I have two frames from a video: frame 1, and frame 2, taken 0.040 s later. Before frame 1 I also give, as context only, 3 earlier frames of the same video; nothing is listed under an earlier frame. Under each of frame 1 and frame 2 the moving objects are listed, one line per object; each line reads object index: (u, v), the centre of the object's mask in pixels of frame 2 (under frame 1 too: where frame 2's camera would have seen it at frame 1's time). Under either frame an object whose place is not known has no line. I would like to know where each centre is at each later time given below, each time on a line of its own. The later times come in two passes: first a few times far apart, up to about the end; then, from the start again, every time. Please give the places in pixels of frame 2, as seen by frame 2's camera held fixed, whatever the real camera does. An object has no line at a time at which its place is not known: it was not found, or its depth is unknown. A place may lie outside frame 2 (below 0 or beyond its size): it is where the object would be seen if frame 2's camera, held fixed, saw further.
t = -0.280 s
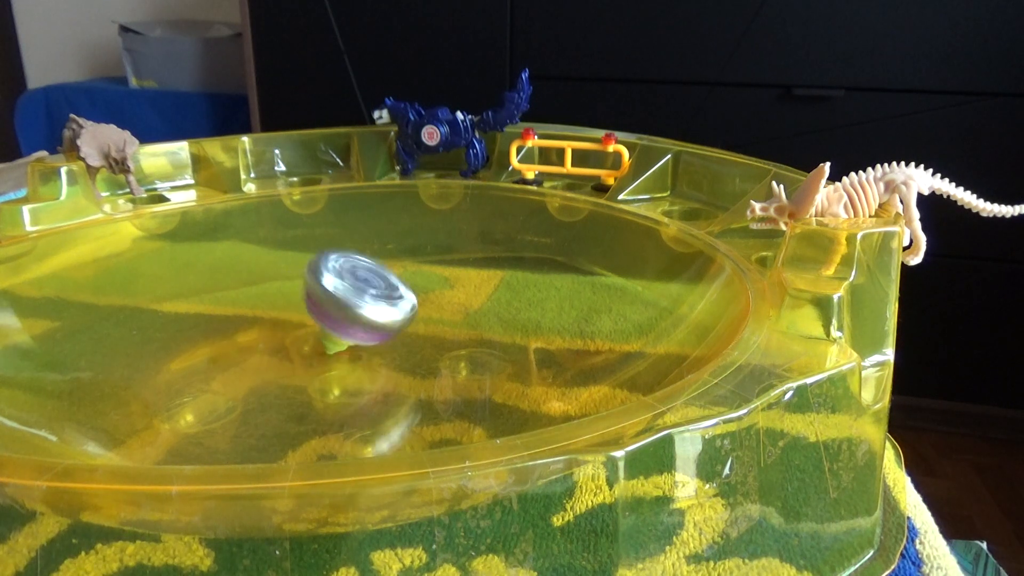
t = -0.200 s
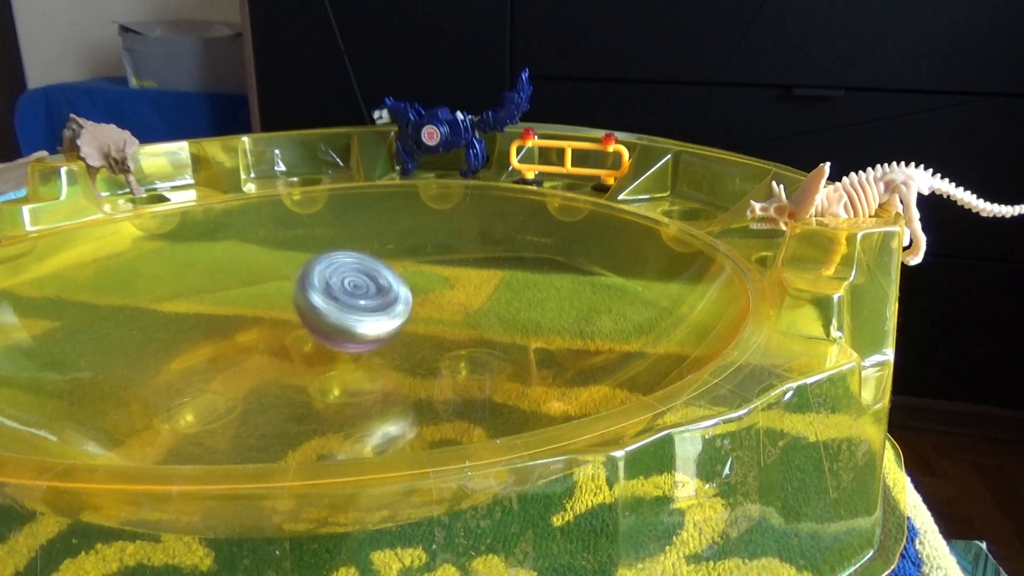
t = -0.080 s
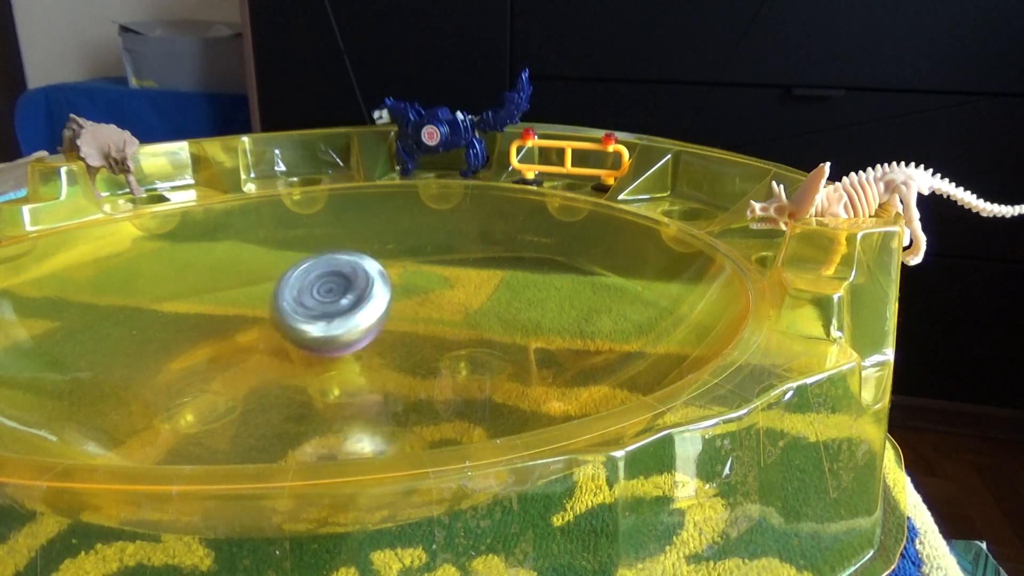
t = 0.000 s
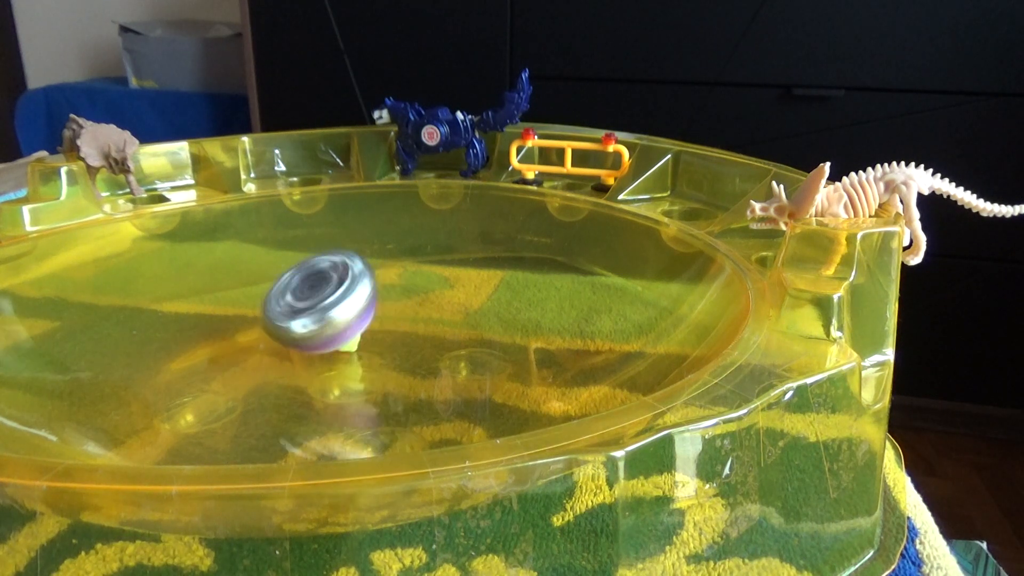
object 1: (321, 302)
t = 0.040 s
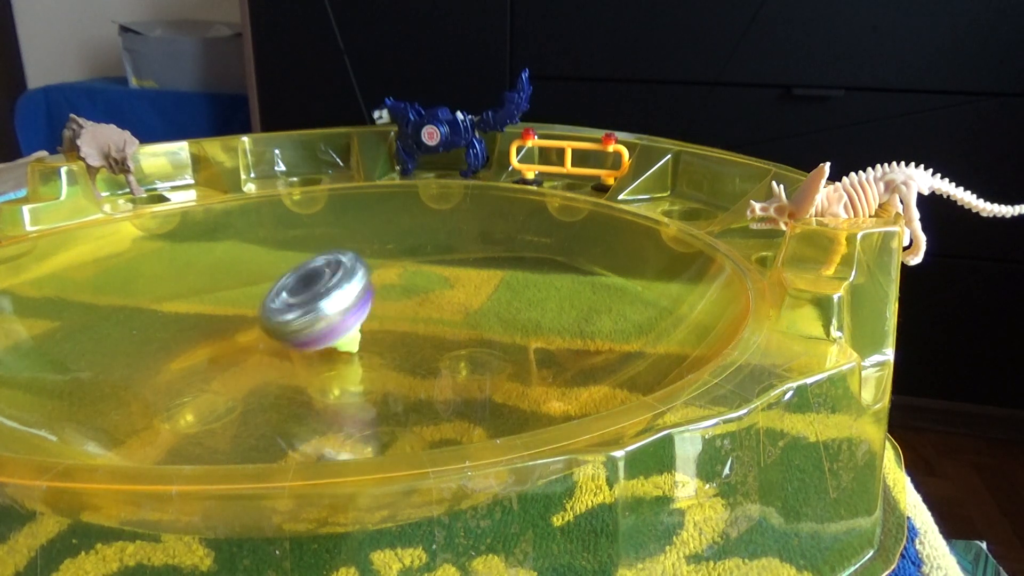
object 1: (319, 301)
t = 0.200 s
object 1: (327, 298)
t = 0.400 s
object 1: (352, 299)
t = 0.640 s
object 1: (344, 302)
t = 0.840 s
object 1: (317, 301)
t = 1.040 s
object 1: (335, 296)
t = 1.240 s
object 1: (356, 301)
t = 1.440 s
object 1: (340, 303)
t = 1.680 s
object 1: (317, 299)
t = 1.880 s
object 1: (344, 296)
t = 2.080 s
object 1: (358, 301)
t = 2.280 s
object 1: (325, 305)
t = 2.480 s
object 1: (322, 302)
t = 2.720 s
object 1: (355, 301)
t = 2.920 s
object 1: (349, 304)
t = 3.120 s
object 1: (316, 304)
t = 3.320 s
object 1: (332, 297)
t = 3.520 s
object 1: (356, 303)
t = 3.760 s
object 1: (334, 306)
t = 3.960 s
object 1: (316, 303)
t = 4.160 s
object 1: (342, 298)
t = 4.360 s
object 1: (357, 302)
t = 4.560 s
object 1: (330, 307)
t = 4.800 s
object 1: (325, 305)
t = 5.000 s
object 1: (339, 304)
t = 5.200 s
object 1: (347, 300)
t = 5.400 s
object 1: (339, 303)
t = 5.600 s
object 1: (339, 310)
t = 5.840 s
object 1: (332, 310)
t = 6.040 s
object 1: (338, 301)
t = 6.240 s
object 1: (337, 303)
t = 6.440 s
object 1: (339, 309)
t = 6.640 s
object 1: (333, 309)
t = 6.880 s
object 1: (338, 302)
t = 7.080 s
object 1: (336, 305)
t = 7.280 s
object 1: (335, 309)
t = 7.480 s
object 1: (333, 310)
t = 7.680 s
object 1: (340, 301)
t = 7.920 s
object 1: (341, 306)
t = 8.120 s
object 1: (333, 313)
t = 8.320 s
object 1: (318, 312)
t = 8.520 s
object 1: (328, 300)
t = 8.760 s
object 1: (342, 305)
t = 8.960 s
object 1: (334, 314)
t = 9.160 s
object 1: (317, 313)
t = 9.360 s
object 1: (330, 300)
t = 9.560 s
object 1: (342, 304)
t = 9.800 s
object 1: (332, 313)
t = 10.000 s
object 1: (316, 312)
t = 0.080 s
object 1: (318, 300)
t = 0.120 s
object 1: (318, 298)
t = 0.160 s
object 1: (324, 301)
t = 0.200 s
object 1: (327, 298)
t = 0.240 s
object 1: (333, 297)
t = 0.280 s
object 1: (338, 296)
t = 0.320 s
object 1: (343, 296)
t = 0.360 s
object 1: (348, 298)
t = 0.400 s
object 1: (352, 299)
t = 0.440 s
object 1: (354, 300)
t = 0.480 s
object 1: (356, 300)
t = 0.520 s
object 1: (356, 301)
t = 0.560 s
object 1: (355, 301)
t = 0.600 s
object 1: (350, 301)
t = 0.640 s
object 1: (344, 302)
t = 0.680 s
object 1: (337, 302)
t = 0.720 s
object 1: (329, 303)
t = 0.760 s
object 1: (324, 303)
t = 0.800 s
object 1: (320, 303)
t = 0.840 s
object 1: (317, 301)
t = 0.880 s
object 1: (317, 300)
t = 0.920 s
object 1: (322, 303)
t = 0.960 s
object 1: (325, 300)
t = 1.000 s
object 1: (329, 297)
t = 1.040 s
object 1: (335, 296)
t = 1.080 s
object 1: (340, 296)
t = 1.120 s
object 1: (346, 297)
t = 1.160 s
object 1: (351, 299)
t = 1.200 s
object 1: (354, 300)
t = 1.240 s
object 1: (356, 301)
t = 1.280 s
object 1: (358, 301)
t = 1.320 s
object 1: (356, 301)
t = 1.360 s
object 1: (352, 302)
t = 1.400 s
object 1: (347, 303)
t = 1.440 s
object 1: (340, 303)
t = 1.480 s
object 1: (332, 304)
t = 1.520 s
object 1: (325, 304)
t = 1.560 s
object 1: (320, 303)
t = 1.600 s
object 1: (317, 302)
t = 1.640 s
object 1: (316, 301)
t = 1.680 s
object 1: (317, 299)
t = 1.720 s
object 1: (323, 302)
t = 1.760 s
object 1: (327, 298)
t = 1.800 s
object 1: (333, 296)
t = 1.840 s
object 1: (339, 296)
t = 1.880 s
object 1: (344, 296)
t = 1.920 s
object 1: (350, 298)
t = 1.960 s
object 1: (354, 301)
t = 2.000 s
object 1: (357, 301)
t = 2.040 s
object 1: (358, 301)
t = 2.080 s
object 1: (358, 301)
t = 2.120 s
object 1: (354, 302)
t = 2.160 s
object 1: (349, 303)
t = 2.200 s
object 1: (341, 304)
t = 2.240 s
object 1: (333, 305)
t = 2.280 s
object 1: (325, 305)
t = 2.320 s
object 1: (319, 305)
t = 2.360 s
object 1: (316, 303)
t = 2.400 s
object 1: (315, 302)
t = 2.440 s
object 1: (316, 300)
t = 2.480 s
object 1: (322, 302)
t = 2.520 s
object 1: (326, 299)
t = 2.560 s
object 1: (332, 297)
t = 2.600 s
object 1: (338, 296)
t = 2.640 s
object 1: (344, 296)
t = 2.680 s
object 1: (350, 298)
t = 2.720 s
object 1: (355, 301)
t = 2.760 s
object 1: (358, 302)
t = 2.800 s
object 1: (359, 302)
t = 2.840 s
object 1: (359, 302)
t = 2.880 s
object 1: (355, 303)
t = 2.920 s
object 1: (349, 304)
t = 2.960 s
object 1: (342, 305)
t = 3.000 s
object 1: (332, 306)
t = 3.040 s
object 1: (325, 306)
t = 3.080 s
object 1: (319, 305)
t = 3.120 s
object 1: (316, 304)
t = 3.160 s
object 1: (315, 303)
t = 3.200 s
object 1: (319, 305)
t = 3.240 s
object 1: (321, 303)
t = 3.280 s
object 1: (325, 300)
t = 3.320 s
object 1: (332, 297)
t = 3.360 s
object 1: (338, 297)
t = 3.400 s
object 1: (344, 297)
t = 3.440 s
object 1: (350, 299)
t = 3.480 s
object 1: (354, 302)
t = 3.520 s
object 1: (356, 303)
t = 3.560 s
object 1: (359, 303)
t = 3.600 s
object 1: (358, 302)
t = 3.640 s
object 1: (355, 303)
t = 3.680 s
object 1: (349, 304)
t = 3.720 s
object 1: (342, 305)
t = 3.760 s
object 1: (334, 306)
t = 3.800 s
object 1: (326, 307)
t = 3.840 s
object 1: (320, 306)
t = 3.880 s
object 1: (317, 305)
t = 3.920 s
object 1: (316, 304)
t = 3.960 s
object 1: (316, 303)
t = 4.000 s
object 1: (321, 304)
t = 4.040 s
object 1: (325, 301)
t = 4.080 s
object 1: (330, 299)
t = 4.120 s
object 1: (336, 298)
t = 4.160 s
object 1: (342, 298)
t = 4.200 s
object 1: (347, 300)
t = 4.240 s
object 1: (351, 302)
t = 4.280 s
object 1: (353, 303)
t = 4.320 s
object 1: (356, 303)
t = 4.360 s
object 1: (357, 302)
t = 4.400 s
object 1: (355, 303)
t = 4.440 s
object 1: (351, 304)
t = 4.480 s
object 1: (344, 305)
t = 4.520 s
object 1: (336, 305)
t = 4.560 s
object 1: (330, 307)
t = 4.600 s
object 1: (325, 307)
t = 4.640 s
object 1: (322, 307)
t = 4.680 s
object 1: (320, 306)
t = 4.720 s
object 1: (321, 305)
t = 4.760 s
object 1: (324, 307)
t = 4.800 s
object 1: (325, 305)
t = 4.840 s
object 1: (327, 303)
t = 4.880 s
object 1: (330, 302)
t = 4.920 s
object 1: (334, 302)
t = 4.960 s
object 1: (337, 302)
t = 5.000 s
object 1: (339, 304)
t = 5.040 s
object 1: (341, 305)
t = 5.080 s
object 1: (343, 303)
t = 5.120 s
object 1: (345, 301)
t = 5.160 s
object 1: (348, 299)
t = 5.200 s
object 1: (347, 300)
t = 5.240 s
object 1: (347, 300)
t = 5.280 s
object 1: (345, 300)
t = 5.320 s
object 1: (342, 301)
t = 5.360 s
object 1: (340, 301)
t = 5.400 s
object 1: (339, 303)
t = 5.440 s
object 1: (338, 304)
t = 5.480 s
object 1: (338, 305)
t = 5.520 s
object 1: (341, 309)
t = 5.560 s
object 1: (341, 310)
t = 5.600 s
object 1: (339, 310)
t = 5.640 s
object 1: (337, 309)
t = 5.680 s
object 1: (335, 308)
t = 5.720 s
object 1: (335, 308)
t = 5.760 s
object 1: (334, 308)
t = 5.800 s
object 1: (333, 309)
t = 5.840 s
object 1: (332, 310)
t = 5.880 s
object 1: (332, 308)
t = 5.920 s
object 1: (335, 303)
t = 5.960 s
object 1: (336, 302)
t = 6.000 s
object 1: (337, 301)
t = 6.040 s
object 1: (338, 301)
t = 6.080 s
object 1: (337, 301)
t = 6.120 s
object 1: (337, 300)
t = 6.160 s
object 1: (337, 301)
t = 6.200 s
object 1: (337, 301)
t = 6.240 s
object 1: (337, 303)
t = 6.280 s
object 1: (338, 304)
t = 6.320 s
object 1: (338, 305)
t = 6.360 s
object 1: (342, 309)
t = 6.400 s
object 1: (340, 310)
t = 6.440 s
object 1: (339, 309)
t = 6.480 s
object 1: (336, 308)
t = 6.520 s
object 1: (335, 308)
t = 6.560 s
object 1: (334, 308)
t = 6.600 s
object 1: (334, 308)
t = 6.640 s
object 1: (333, 309)
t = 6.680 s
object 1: (332, 310)
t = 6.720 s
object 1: (333, 308)
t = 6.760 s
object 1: (336, 303)
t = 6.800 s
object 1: (337, 303)
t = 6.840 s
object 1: (338, 302)
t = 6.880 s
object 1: (338, 302)
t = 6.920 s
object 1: (337, 302)
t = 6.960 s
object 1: (336, 302)
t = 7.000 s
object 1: (336, 303)
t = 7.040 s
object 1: (335, 304)
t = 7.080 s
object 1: (336, 305)
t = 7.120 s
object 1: (336, 306)
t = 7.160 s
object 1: (340, 310)
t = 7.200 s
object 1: (339, 310)
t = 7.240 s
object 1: (337, 310)
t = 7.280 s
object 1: (335, 309)
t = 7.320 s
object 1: (334, 308)
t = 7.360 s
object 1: (334, 307)
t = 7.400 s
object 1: (334, 308)
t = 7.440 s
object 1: (333, 309)
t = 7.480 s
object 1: (333, 310)
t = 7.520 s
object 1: (332, 309)
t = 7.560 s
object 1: (336, 303)
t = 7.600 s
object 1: (337, 303)
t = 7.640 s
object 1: (339, 302)
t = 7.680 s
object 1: (340, 301)
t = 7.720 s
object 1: (341, 300)
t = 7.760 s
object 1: (340, 301)
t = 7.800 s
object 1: (339, 302)
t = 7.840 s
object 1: (339, 303)
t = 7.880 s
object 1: (340, 304)
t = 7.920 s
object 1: (341, 306)
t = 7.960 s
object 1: (342, 308)
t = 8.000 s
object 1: (345, 314)
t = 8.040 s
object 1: (342, 314)
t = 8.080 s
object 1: (337, 312)
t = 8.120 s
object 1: (333, 313)
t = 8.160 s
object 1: (330, 312)
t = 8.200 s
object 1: (327, 312)
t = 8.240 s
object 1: (324, 312)
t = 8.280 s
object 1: (320, 313)
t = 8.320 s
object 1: (318, 312)
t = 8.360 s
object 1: (317, 310)
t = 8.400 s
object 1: (319, 306)
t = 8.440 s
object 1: (323, 301)
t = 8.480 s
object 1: (326, 300)
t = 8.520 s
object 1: (328, 300)
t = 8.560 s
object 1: (331, 299)
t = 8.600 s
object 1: (333, 299)
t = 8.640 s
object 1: (334, 300)
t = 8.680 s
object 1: (337, 301)
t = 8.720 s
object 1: (339, 303)
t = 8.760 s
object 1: (342, 305)
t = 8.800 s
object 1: (346, 310)
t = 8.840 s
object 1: (346, 313)
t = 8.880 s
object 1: (343, 315)
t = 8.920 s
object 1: (339, 314)
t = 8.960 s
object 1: (334, 314)
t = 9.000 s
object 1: (330, 314)
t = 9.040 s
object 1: (327, 315)
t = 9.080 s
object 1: (323, 315)
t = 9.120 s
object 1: (319, 315)
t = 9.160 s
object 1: (317, 313)
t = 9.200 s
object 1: (318, 310)
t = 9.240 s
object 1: (320, 306)
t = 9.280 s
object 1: (323, 303)
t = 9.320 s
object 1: (327, 300)
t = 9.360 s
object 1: (330, 300)
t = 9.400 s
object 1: (331, 300)
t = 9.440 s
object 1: (335, 300)
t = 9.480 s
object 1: (337, 301)
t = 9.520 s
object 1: (339, 303)
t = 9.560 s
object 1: (342, 304)
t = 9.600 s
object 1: (343, 306)
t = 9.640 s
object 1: (347, 312)
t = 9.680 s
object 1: (346, 314)
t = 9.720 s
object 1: (342, 315)
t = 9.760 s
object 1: (337, 314)
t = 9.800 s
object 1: (332, 313)
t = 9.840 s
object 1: (328, 314)
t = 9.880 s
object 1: (324, 315)
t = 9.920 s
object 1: (321, 315)
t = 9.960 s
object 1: (316, 314)
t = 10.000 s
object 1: (316, 312)
